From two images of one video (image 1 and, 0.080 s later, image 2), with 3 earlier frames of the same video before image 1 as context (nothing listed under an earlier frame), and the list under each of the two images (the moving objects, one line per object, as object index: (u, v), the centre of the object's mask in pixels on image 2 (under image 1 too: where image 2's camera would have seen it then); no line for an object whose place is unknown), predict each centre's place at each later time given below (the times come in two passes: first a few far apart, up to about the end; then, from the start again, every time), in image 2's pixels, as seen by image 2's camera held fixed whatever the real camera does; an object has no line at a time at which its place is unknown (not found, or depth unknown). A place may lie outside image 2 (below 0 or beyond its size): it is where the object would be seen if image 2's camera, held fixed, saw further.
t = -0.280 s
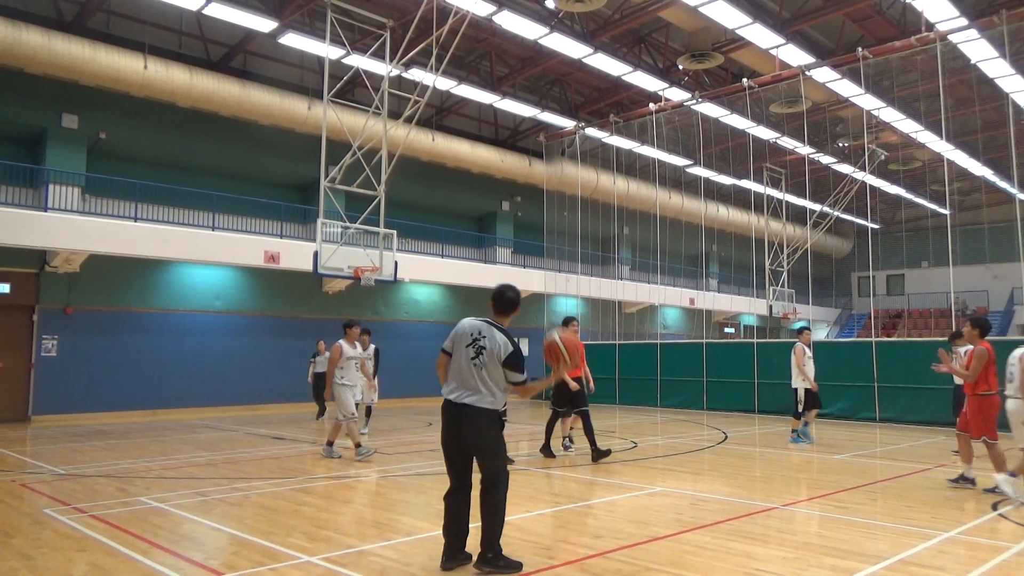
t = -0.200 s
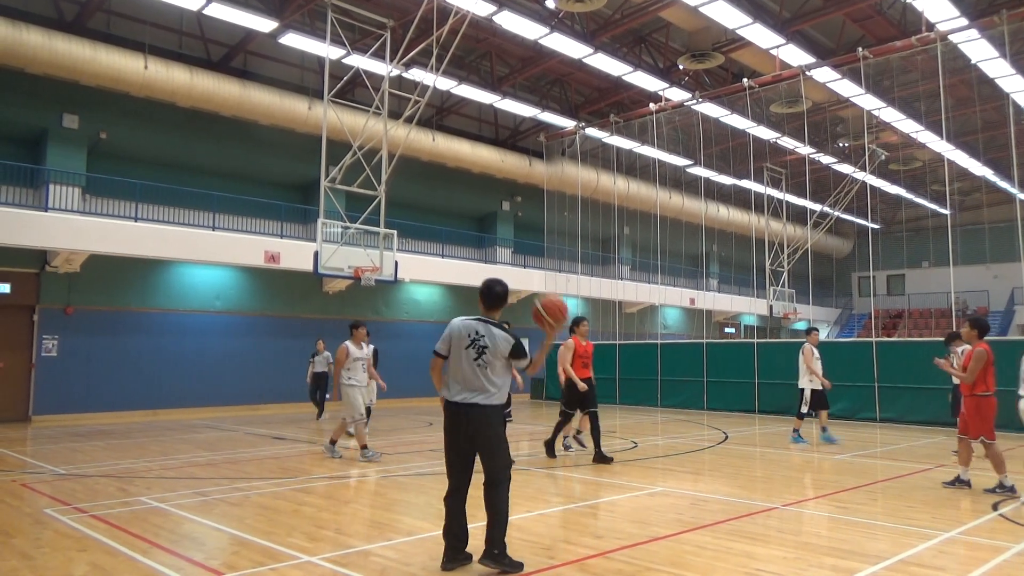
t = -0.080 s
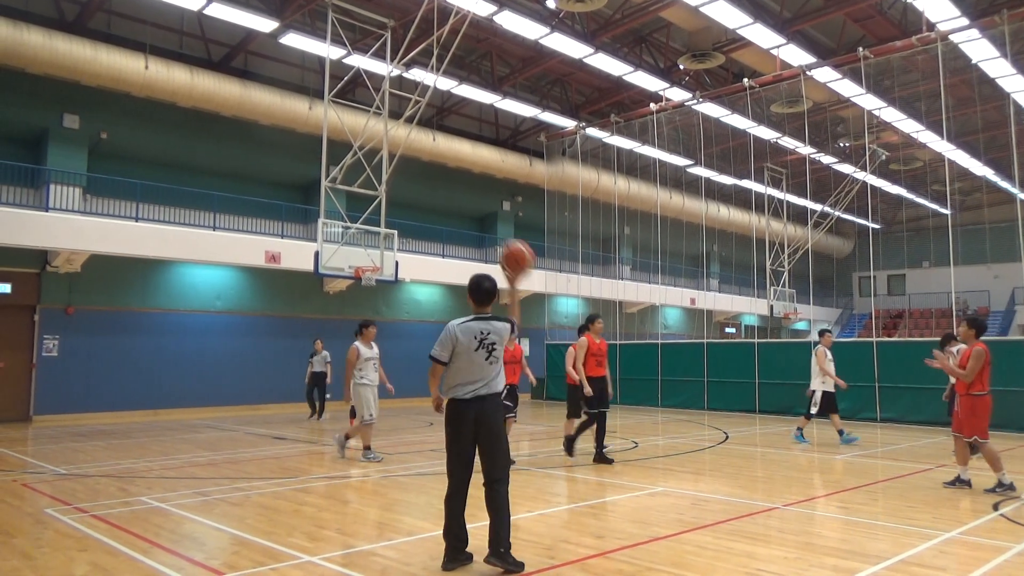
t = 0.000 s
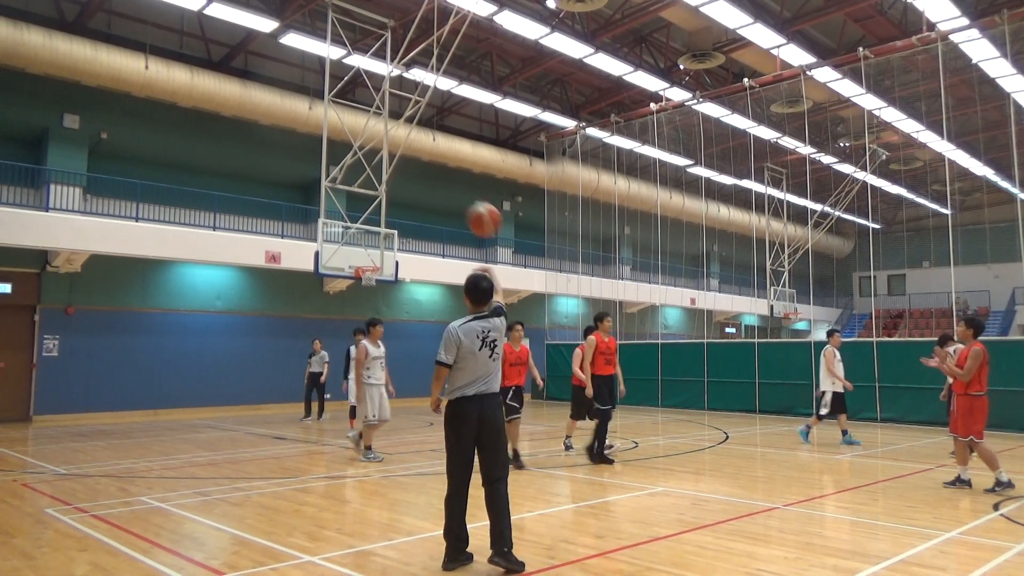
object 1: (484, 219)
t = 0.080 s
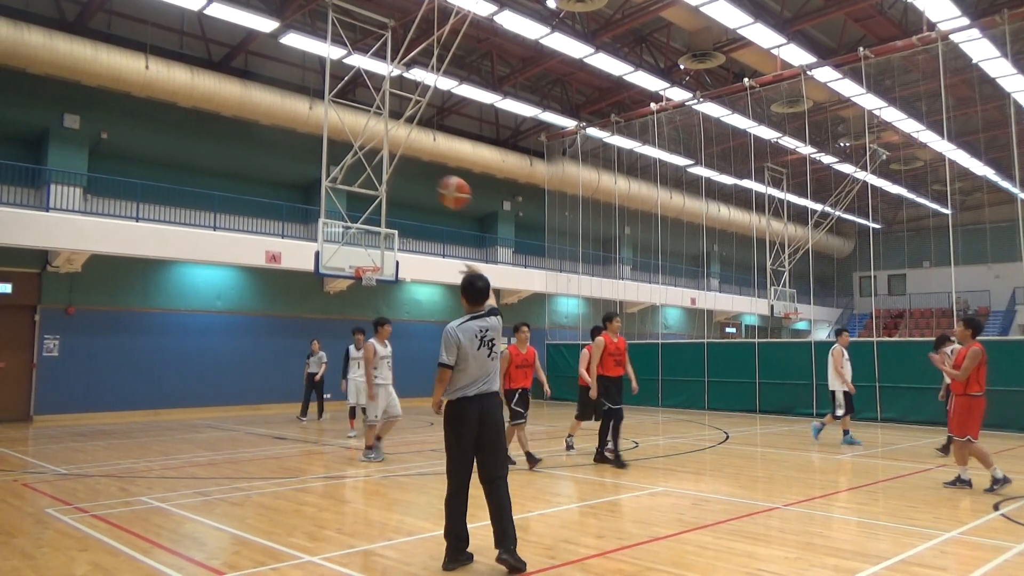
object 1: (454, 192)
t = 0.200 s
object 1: (415, 171)
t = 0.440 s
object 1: (353, 177)
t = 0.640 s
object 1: (312, 219)
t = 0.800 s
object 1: (285, 273)
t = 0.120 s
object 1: (440, 183)
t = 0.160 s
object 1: (427, 176)
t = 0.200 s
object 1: (415, 171)
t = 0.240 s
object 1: (404, 168)
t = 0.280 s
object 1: (393, 166)
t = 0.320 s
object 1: (381, 167)
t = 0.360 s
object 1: (371, 169)
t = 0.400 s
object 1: (362, 173)
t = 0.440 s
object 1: (353, 177)
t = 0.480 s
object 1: (344, 183)
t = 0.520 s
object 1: (336, 190)
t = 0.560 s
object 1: (327, 199)
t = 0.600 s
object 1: (319, 209)
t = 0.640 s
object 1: (312, 219)
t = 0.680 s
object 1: (305, 231)
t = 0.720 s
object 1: (298, 245)
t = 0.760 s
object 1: (291, 257)
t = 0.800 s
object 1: (285, 273)
